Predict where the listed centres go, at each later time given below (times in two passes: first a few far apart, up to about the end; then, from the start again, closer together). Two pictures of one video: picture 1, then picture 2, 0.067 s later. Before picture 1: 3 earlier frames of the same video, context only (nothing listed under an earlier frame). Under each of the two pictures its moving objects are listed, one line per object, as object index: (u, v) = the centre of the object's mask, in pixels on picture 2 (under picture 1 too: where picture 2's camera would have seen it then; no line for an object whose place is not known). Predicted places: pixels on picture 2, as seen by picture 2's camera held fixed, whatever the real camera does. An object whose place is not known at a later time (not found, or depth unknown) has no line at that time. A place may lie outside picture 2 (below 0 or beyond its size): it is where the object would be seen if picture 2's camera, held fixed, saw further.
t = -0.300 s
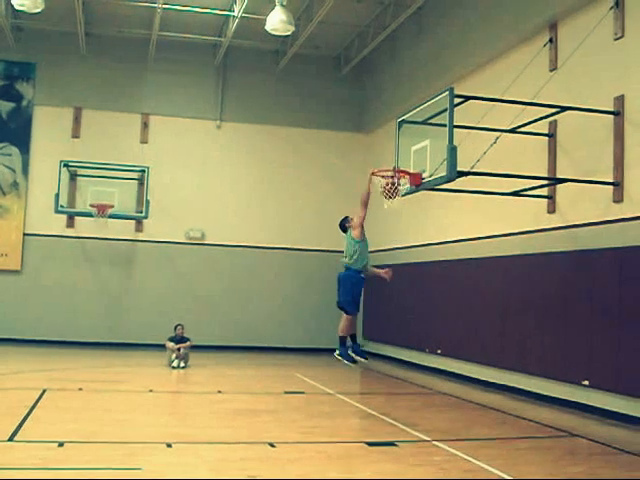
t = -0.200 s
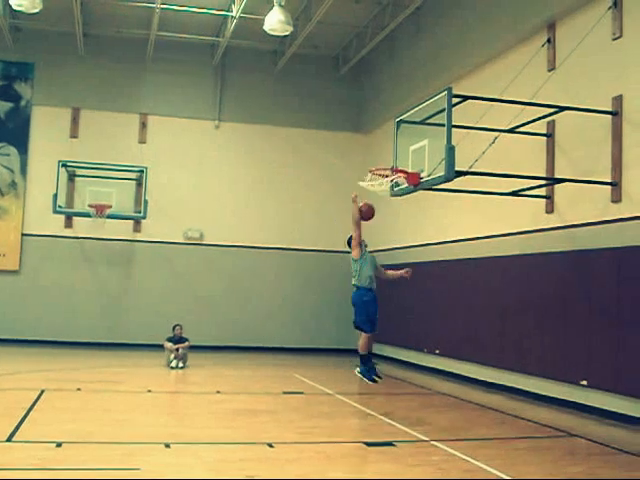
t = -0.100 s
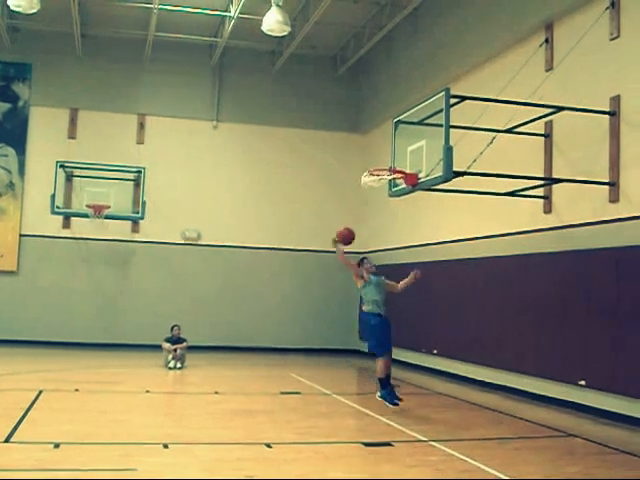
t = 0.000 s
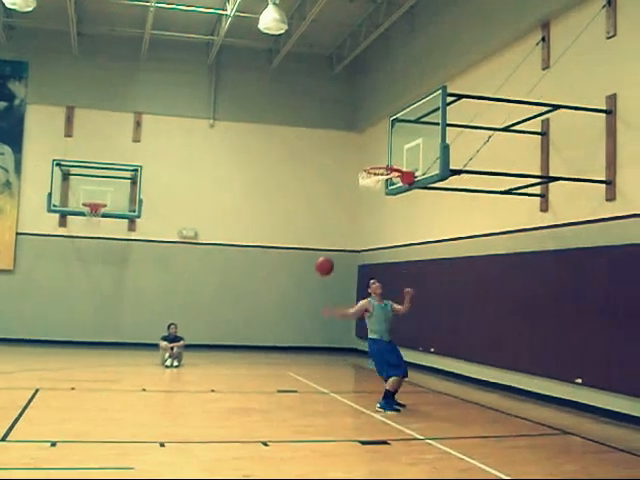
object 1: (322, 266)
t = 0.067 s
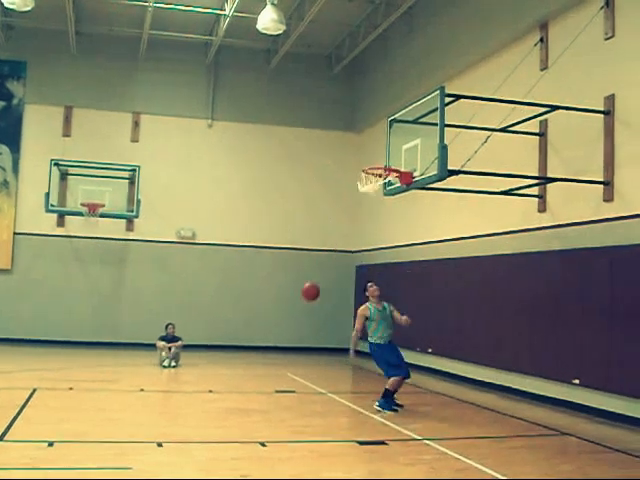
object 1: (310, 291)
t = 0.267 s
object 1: (274, 387)
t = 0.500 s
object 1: (246, 325)
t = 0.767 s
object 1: (213, 278)
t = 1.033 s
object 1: (178, 287)
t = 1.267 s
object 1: (146, 338)
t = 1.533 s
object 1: (112, 358)
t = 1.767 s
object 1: (87, 320)
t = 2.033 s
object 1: (56, 329)
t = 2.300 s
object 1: (21, 383)
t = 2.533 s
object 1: (-3, 345)
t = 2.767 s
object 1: (-30, 347)
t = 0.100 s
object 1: (304, 305)
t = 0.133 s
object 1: (298, 320)
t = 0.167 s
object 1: (293, 335)
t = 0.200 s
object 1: (286, 352)
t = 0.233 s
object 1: (280, 369)
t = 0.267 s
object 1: (274, 387)
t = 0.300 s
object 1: (269, 394)
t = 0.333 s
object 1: (265, 381)
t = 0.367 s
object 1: (261, 368)
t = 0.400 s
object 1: (257, 355)
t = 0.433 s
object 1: (254, 344)
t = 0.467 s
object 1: (250, 334)
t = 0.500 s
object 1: (246, 325)
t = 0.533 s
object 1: (242, 315)
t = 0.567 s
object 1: (238, 307)
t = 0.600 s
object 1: (234, 300)
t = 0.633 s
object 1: (230, 294)
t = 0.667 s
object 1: (226, 289)
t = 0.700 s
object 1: (221, 284)
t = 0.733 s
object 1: (217, 281)
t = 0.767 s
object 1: (213, 278)
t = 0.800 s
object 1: (209, 276)
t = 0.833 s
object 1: (204, 275)
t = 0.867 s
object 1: (200, 275)
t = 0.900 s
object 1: (196, 276)
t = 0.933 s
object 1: (191, 277)
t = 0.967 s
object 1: (187, 279)
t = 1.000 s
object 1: (183, 282)
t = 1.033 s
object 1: (178, 287)
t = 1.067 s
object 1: (173, 291)
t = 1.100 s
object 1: (169, 297)
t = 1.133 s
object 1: (164, 303)
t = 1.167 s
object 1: (160, 311)
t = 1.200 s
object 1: (155, 318)
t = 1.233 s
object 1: (150, 328)
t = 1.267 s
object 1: (146, 338)
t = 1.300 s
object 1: (141, 349)
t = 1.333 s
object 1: (136, 361)
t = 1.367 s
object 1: (131, 373)
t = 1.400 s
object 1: (126, 387)
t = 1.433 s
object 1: (122, 387)
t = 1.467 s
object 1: (119, 377)
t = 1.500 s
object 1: (115, 366)
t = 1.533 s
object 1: (112, 358)
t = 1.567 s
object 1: (109, 349)
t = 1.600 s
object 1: (105, 343)
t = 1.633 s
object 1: (102, 337)
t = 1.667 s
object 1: (98, 331)
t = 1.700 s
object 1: (95, 326)
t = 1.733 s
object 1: (90, 323)
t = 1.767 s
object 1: (87, 320)
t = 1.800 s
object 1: (83, 319)
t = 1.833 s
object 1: (79, 318)
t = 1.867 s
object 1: (75, 318)
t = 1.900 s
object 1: (72, 318)
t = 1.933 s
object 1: (68, 320)
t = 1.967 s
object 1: (64, 322)
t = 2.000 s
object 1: (60, 326)
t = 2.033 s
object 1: (56, 329)
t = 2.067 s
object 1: (52, 334)
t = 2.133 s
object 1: (42, 347)
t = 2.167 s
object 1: (38, 354)
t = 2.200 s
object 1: (34, 363)
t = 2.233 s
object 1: (30, 371)
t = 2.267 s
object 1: (25, 382)
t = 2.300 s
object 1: (21, 383)
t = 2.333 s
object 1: (18, 376)
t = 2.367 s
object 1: (15, 368)
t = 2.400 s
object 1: (11, 363)
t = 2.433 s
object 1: (7, 357)
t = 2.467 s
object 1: (4, 351)
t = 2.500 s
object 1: (0, 347)
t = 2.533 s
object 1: (-3, 345)
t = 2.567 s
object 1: (-7, 343)
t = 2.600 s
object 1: (-10, 342)
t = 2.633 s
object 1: (-14, 342)
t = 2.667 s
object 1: (-18, 342)
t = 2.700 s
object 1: (-22, 343)
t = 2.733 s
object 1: (-26, 344)
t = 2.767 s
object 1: (-30, 347)
